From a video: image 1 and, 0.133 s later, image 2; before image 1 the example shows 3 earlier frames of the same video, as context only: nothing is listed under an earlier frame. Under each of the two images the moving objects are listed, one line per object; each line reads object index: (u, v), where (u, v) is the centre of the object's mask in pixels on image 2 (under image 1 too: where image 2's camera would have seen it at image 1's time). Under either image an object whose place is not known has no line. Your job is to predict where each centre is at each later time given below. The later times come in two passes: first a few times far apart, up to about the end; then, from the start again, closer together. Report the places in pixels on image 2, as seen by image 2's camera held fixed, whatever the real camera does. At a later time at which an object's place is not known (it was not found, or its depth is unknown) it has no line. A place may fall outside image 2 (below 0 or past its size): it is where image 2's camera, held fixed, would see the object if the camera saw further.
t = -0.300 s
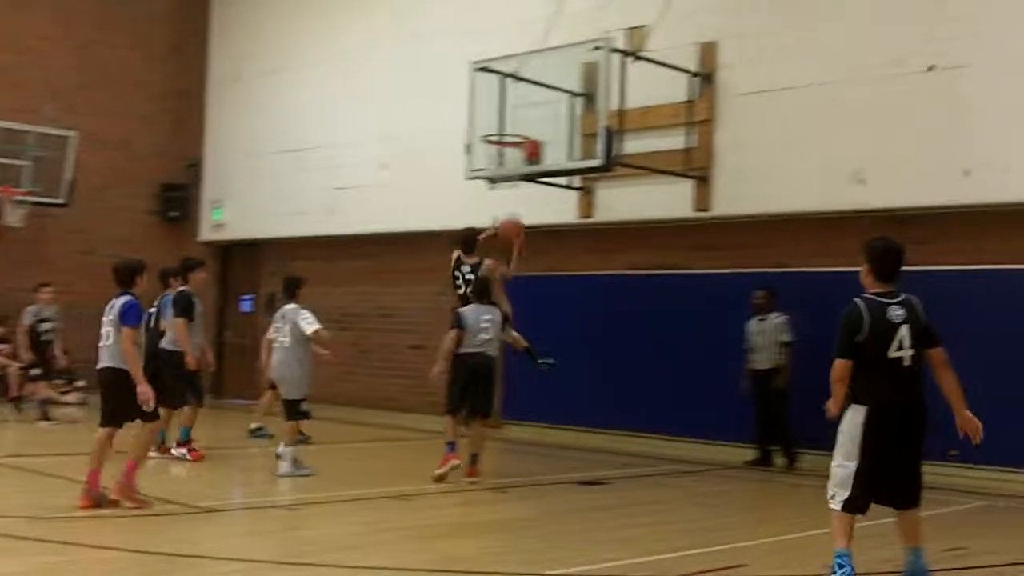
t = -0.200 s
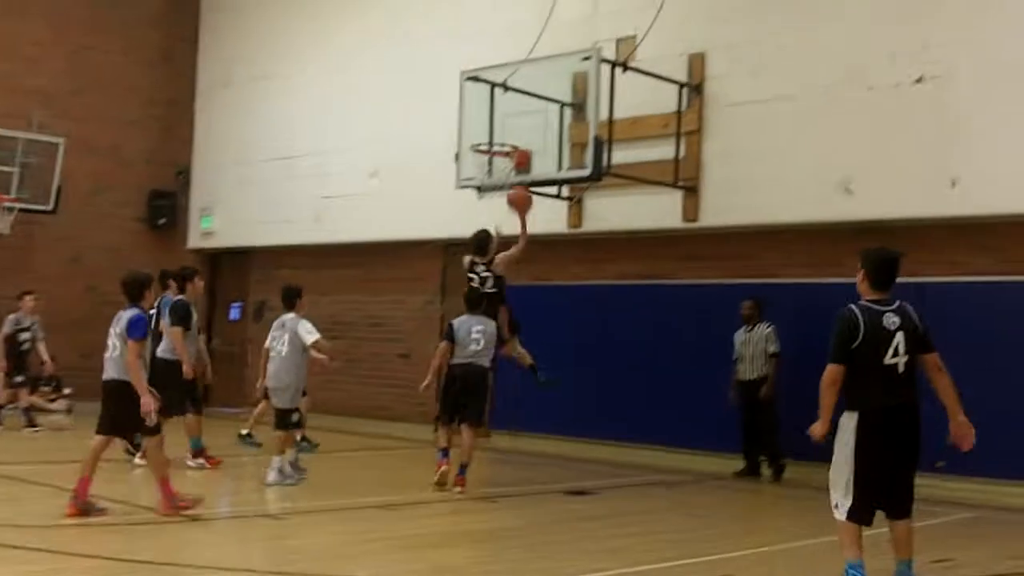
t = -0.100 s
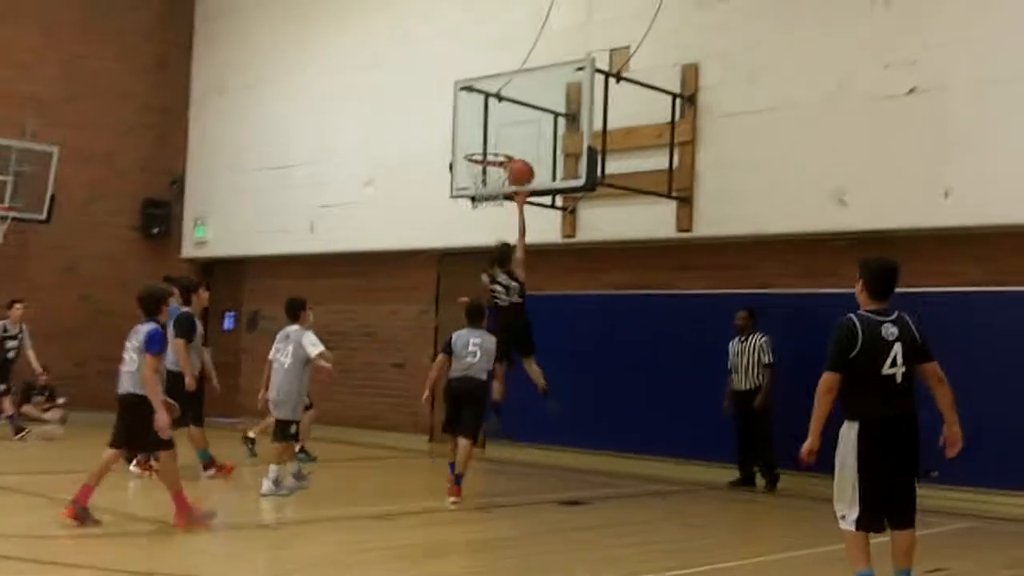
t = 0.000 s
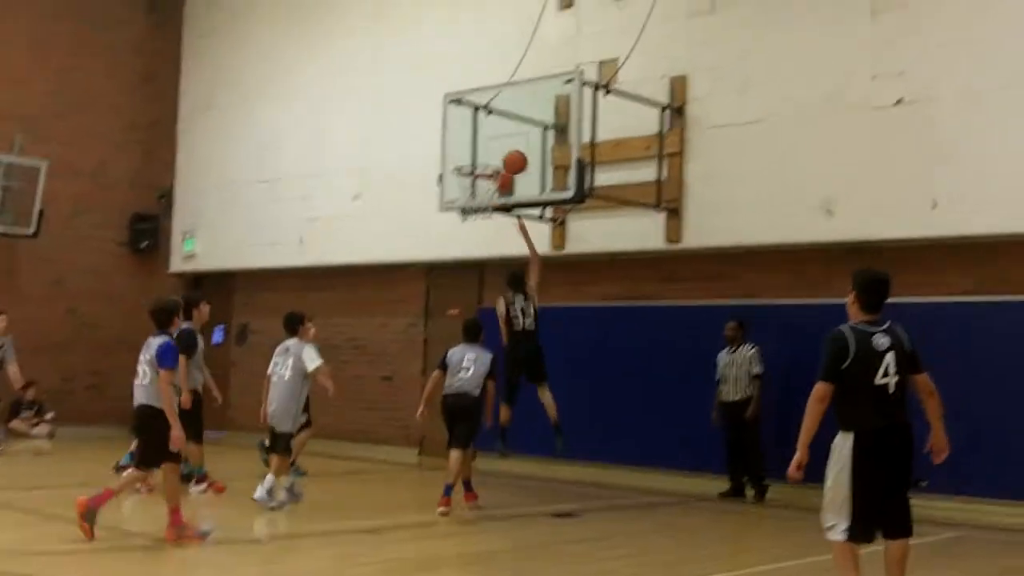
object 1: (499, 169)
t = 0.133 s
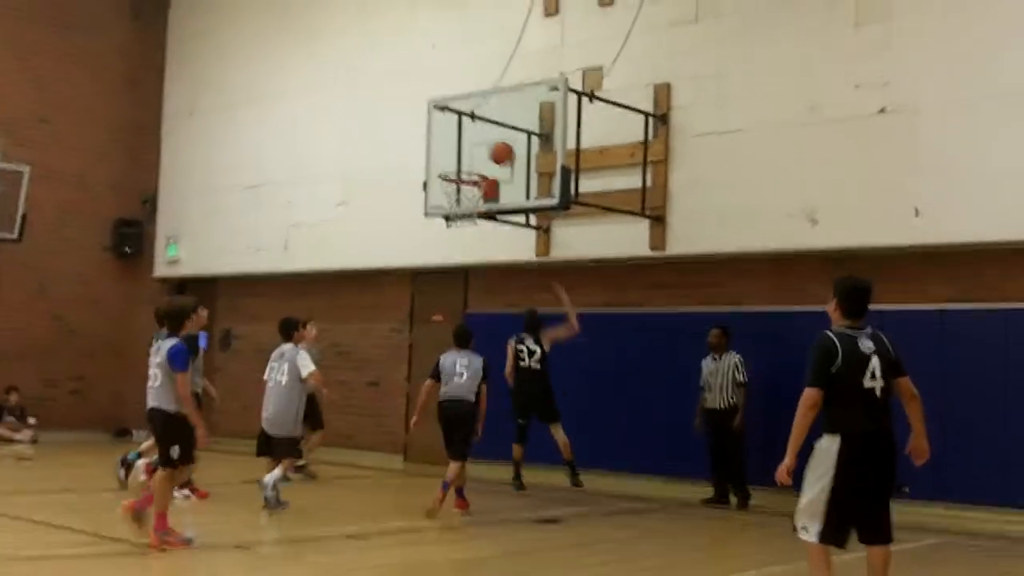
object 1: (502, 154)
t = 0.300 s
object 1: (472, 157)
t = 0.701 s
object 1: (462, 210)
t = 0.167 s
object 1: (495, 152)
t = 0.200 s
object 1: (490, 151)
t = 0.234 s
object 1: (484, 152)
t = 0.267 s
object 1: (478, 154)
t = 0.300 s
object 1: (472, 157)
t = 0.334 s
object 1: (467, 161)
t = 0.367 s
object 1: (461, 165)
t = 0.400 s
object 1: (460, 170)
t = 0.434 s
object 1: (459, 172)
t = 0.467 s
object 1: (459, 175)
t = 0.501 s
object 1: (459, 182)
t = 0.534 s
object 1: (459, 187)
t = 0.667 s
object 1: (461, 205)
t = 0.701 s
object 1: (462, 210)
